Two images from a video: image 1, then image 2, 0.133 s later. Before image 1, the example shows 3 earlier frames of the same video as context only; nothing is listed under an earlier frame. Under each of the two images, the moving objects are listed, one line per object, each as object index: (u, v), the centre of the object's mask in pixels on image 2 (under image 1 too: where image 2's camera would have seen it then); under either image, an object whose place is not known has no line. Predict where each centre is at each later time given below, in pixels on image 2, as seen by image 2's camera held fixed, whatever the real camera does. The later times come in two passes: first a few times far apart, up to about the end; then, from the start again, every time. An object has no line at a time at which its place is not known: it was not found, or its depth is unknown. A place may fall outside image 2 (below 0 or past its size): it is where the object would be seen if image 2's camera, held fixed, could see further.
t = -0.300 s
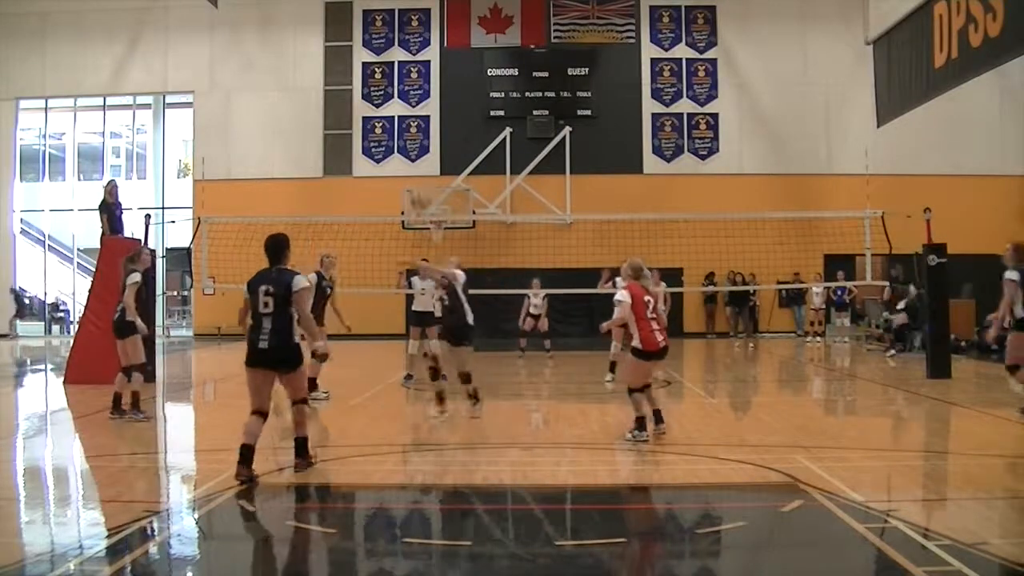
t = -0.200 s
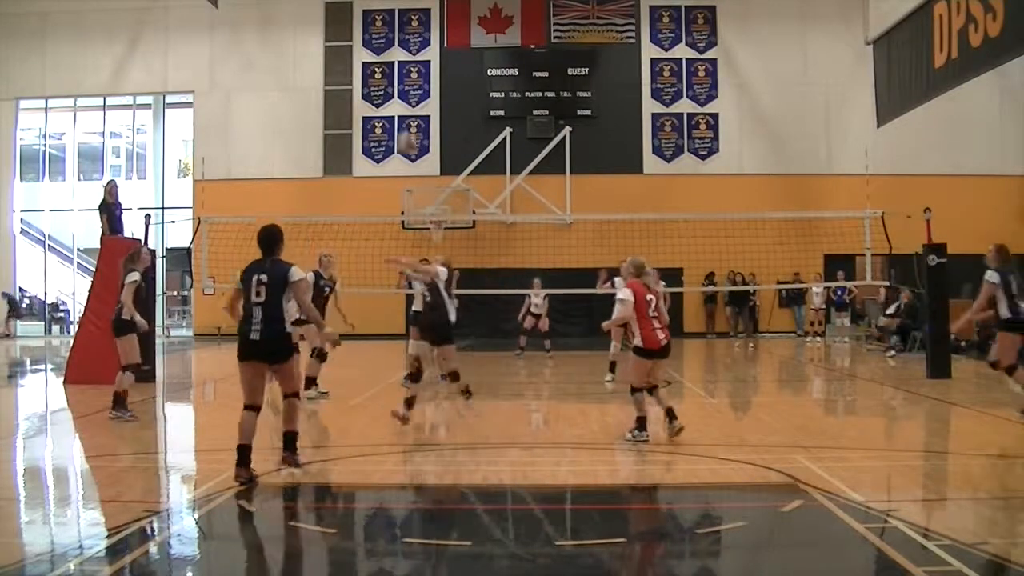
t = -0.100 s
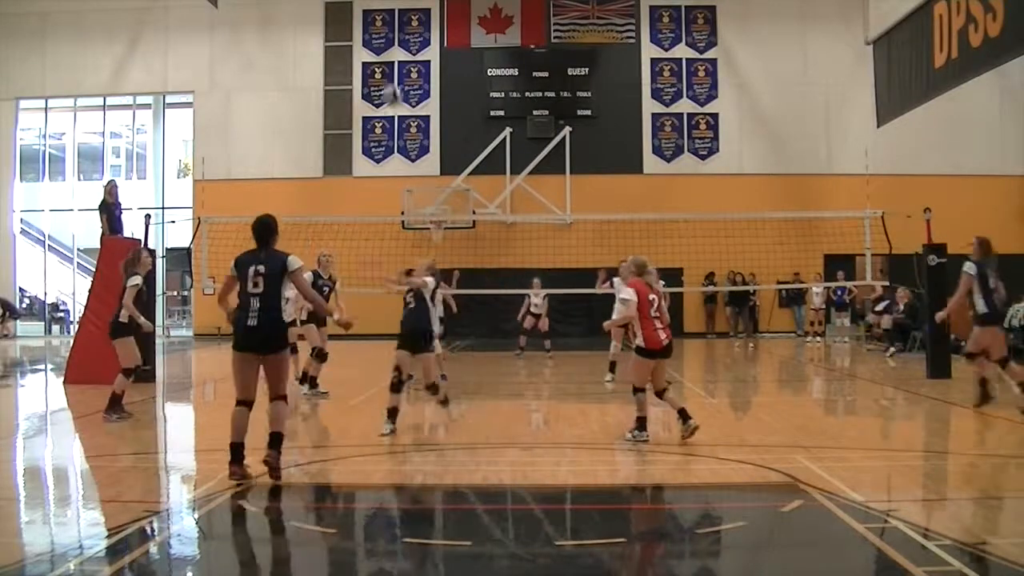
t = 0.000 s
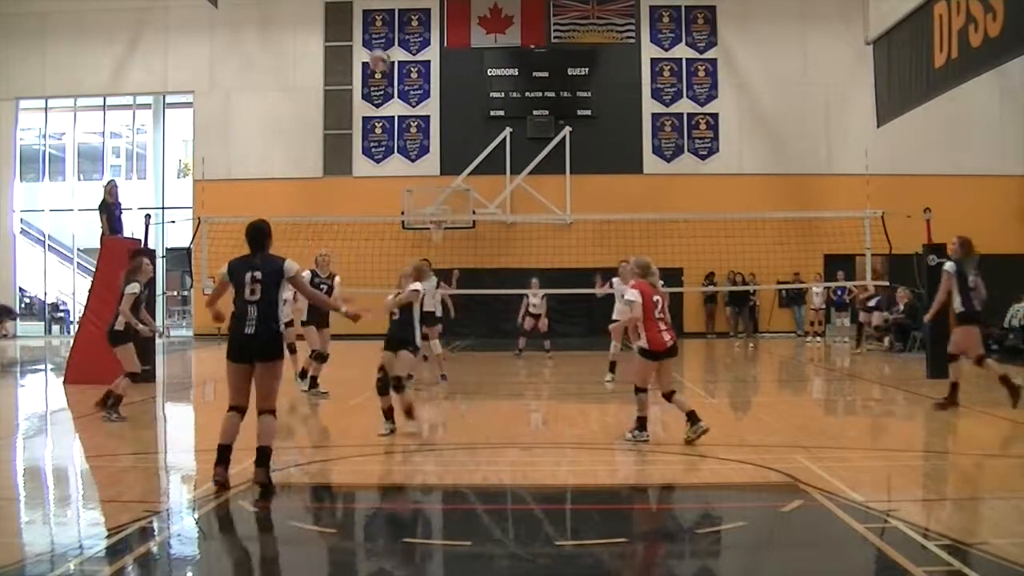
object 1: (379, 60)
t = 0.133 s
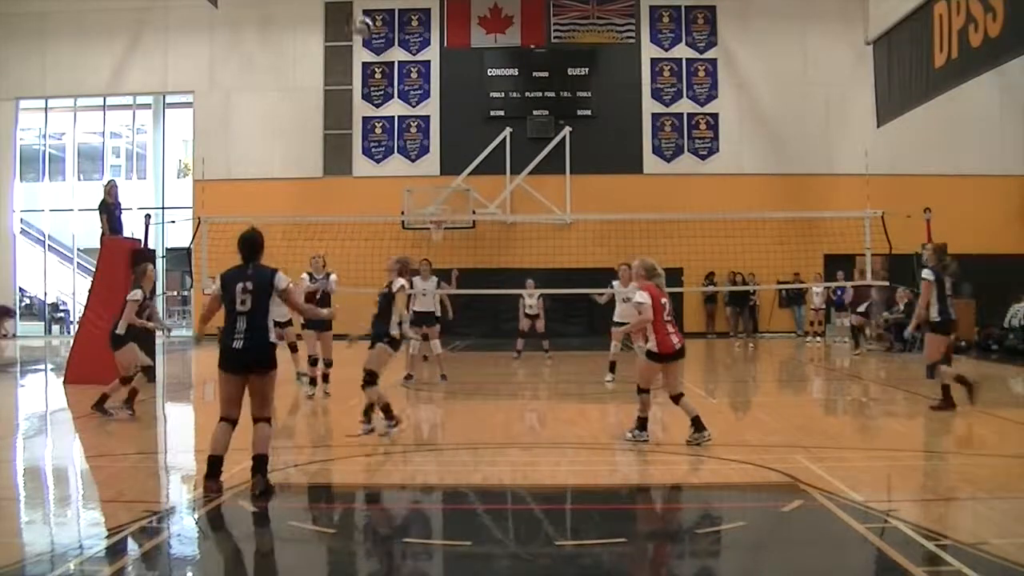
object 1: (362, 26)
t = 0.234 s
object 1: (348, 12)
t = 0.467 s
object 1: (320, 17)
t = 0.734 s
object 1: (286, 89)
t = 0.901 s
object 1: (264, 169)
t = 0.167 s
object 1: (358, 20)
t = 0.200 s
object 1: (352, 15)
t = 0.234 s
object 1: (348, 12)
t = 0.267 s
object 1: (344, 10)
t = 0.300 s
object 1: (342, 8)
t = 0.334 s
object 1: (336, 9)
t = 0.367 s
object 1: (333, 8)
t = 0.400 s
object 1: (329, 10)
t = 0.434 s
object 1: (326, 12)
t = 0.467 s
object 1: (320, 17)
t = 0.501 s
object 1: (316, 22)
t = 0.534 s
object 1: (311, 28)
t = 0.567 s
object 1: (307, 36)
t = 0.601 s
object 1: (303, 45)
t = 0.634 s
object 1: (298, 54)
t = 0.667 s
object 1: (294, 65)
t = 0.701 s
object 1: (290, 77)
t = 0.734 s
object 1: (286, 89)
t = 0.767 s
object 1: (281, 103)
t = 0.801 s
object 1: (277, 116)
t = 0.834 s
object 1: (272, 133)
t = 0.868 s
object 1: (269, 151)
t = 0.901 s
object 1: (264, 169)
